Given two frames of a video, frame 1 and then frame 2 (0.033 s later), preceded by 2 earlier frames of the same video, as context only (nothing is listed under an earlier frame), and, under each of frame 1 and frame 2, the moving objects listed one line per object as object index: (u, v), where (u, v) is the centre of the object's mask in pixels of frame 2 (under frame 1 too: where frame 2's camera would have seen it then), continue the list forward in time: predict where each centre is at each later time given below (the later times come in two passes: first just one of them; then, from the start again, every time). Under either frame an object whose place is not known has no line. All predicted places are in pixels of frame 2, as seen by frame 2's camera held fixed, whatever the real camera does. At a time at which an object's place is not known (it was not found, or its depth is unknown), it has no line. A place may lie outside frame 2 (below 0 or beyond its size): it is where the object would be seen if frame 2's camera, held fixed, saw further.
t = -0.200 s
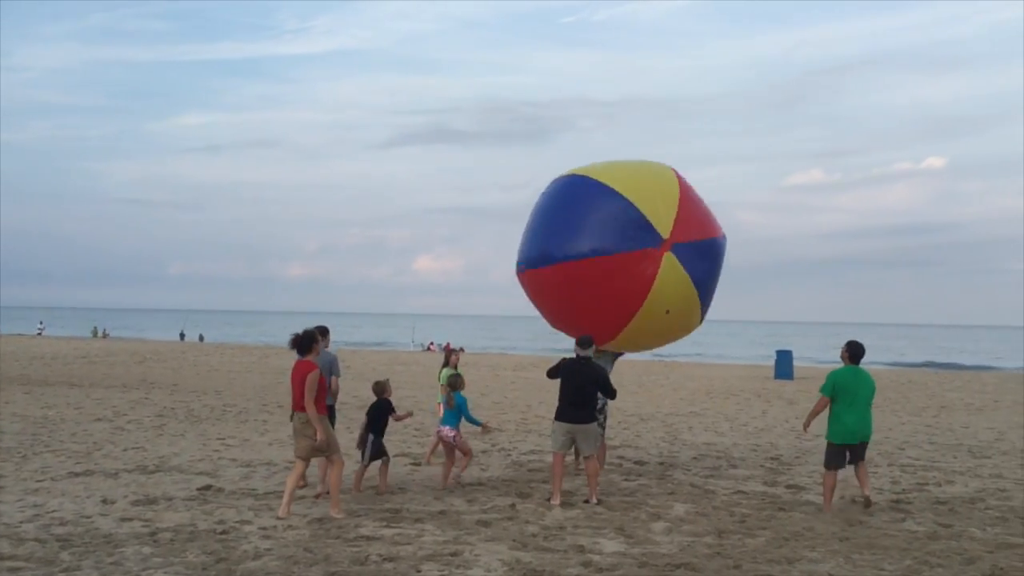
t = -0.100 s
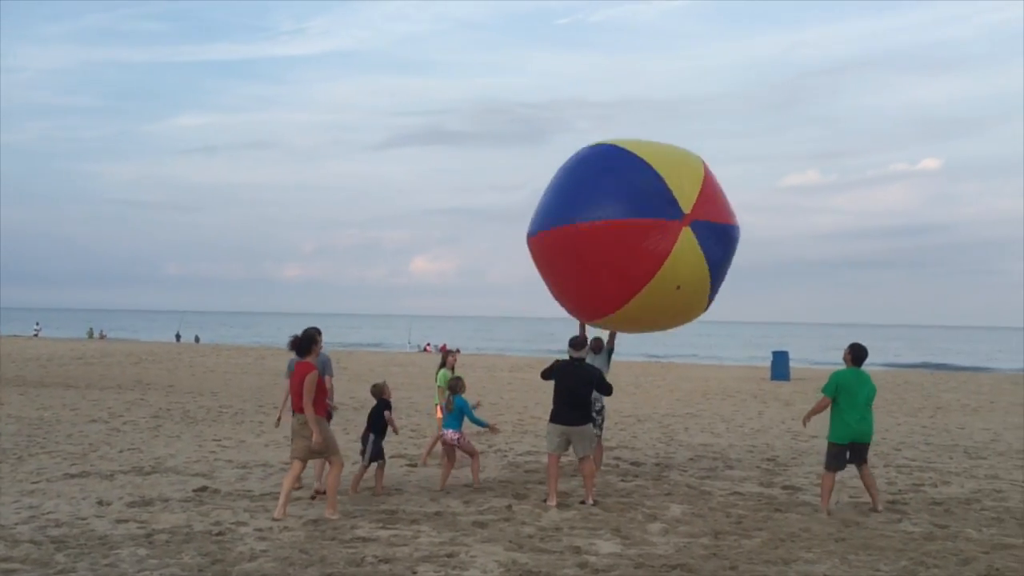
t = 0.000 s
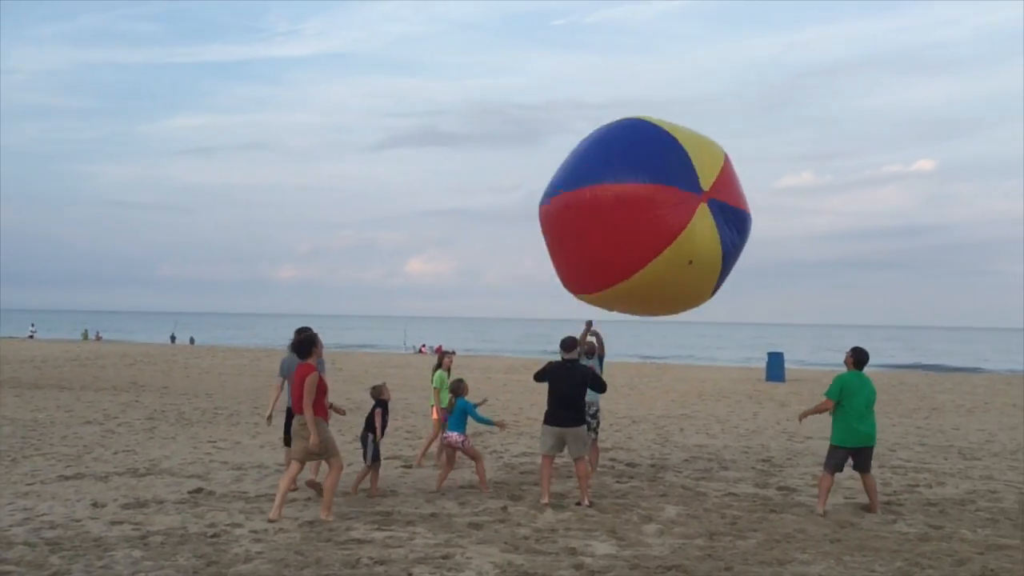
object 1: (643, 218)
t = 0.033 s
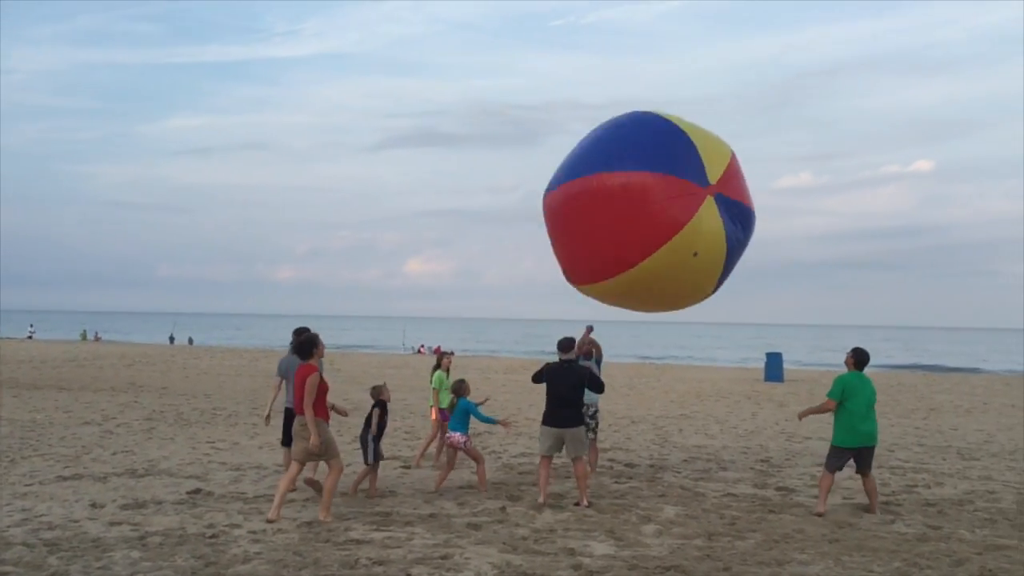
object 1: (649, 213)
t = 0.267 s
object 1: (688, 182)
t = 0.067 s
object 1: (655, 208)
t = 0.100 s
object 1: (660, 202)
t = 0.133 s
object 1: (665, 198)
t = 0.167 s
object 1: (671, 194)
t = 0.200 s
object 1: (677, 190)
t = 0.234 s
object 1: (682, 186)
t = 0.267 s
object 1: (688, 182)
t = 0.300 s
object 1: (693, 179)
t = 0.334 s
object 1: (698, 177)
